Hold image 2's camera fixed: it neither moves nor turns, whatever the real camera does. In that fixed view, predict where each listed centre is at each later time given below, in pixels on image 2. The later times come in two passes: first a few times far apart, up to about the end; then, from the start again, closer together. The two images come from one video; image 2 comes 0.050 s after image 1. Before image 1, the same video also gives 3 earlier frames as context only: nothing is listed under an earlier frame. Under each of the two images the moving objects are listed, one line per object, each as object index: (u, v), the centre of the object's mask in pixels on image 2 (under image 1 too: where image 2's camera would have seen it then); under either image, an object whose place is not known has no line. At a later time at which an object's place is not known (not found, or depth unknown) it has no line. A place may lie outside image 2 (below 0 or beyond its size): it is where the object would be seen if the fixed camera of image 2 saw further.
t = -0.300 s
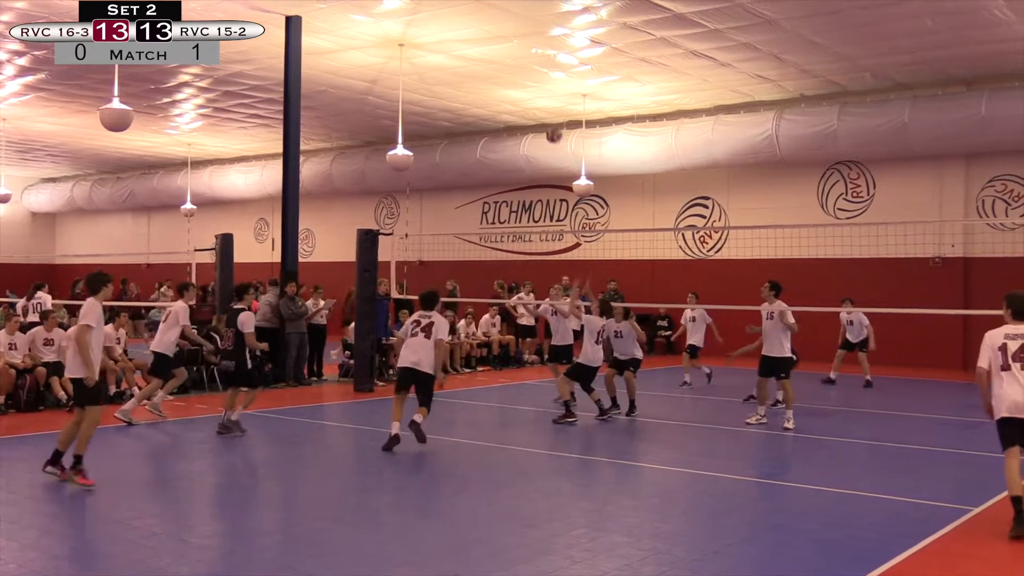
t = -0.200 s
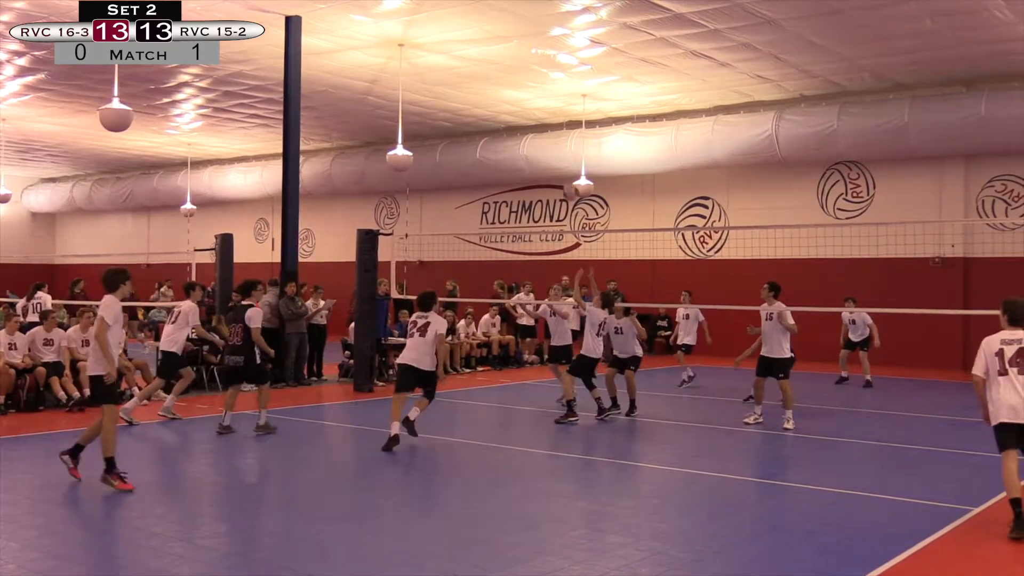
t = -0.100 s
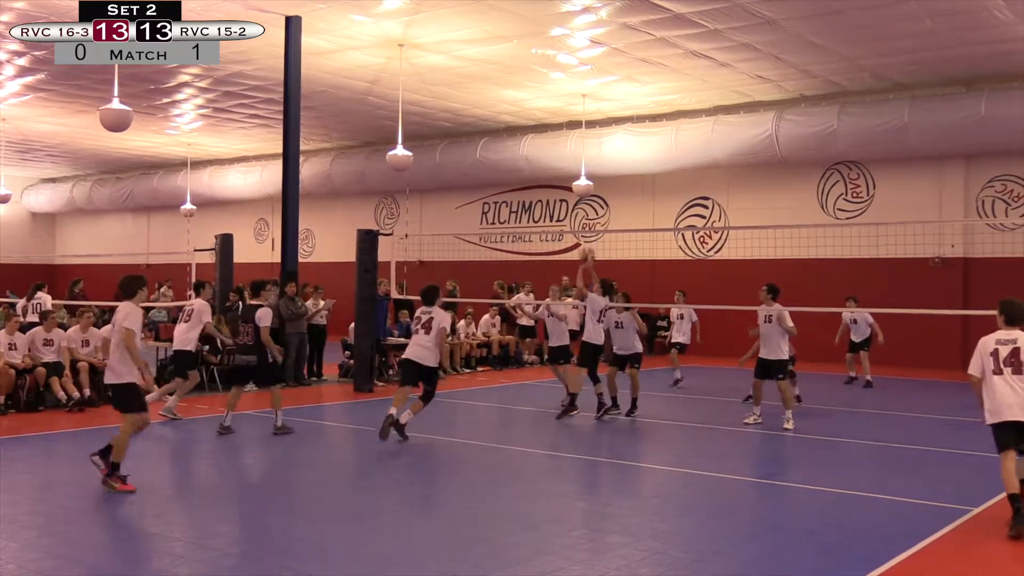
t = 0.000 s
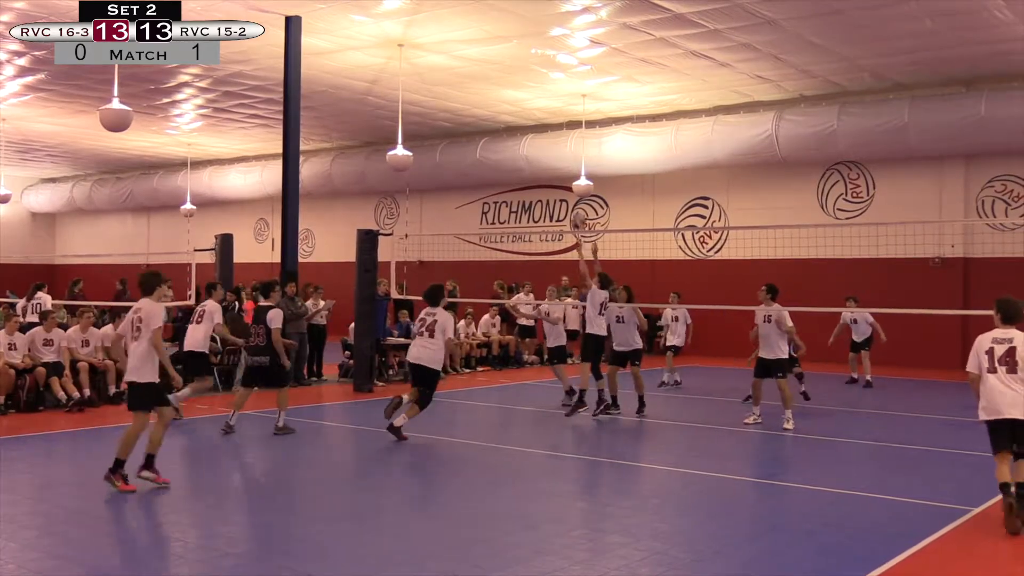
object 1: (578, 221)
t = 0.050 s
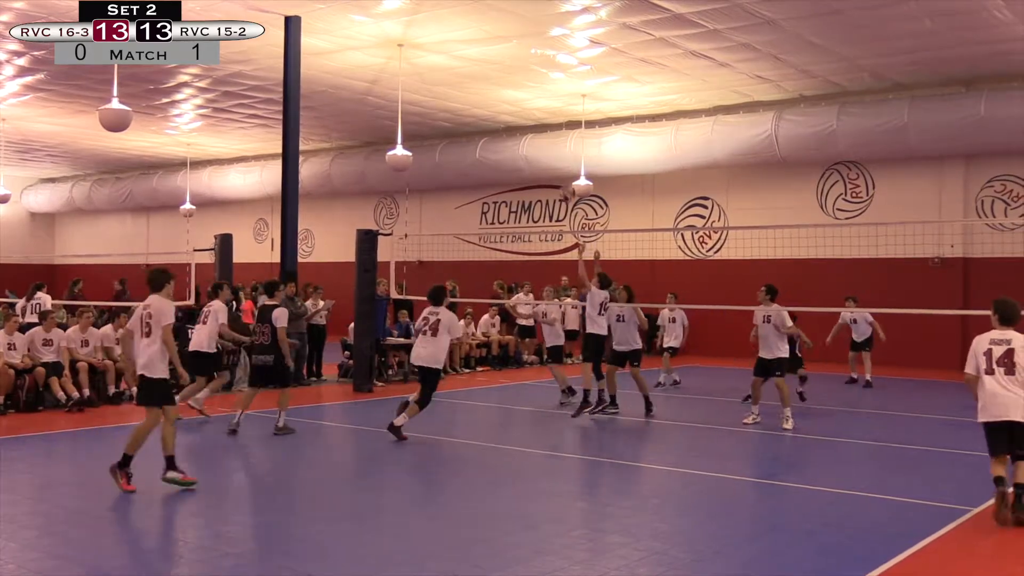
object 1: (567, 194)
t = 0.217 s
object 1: (537, 118)
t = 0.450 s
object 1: (496, 50)
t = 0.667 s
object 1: (460, 26)
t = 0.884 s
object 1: (423, 38)
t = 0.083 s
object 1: (562, 176)
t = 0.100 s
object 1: (558, 168)
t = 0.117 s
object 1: (555, 160)
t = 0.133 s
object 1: (552, 152)
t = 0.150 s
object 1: (549, 144)
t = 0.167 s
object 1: (546, 138)
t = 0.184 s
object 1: (544, 132)
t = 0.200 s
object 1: (541, 125)
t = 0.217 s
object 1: (537, 118)
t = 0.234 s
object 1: (534, 111)
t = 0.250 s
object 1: (531, 105)
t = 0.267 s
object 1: (528, 99)
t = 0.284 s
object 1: (525, 93)
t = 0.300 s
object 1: (522, 88)
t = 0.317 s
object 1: (519, 83)
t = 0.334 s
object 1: (516, 78)
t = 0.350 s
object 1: (513, 73)
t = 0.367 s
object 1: (510, 69)
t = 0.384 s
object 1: (508, 65)
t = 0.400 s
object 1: (505, 61)
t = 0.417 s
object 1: (502, 57)
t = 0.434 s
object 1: (499, 53)
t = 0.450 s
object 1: (496, 50)
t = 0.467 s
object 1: (493, 47)
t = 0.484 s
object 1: (491, 44)
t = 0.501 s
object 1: (488, 41)
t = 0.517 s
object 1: (485, 39)
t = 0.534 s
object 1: (482, 37)
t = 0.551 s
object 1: (479, 35)
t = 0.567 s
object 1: (476, 33)
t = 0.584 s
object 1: (474, 31)
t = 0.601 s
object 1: (471, 30)
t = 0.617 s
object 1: (468, 29)
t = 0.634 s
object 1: (465, 28)
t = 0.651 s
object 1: (462, 27)
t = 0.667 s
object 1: (460, 26)
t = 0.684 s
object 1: (457, 26)
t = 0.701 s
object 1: (454, 26)
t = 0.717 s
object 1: (451, 26)
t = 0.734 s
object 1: (448, 26)
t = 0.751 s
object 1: (445, 27)
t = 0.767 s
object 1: (443, 28)
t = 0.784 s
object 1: (440, 28)
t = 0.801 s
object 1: (437, 30)
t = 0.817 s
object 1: (434, 31)
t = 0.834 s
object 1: (432, 32)
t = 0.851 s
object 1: (429, 34)
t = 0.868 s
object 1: (426, 36)
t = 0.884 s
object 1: (423, 38)
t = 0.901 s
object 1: (420, 41)
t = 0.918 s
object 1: (418, 43)
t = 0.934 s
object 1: (415, 46)
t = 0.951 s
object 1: (412, 48)
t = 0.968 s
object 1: (410, 51)
